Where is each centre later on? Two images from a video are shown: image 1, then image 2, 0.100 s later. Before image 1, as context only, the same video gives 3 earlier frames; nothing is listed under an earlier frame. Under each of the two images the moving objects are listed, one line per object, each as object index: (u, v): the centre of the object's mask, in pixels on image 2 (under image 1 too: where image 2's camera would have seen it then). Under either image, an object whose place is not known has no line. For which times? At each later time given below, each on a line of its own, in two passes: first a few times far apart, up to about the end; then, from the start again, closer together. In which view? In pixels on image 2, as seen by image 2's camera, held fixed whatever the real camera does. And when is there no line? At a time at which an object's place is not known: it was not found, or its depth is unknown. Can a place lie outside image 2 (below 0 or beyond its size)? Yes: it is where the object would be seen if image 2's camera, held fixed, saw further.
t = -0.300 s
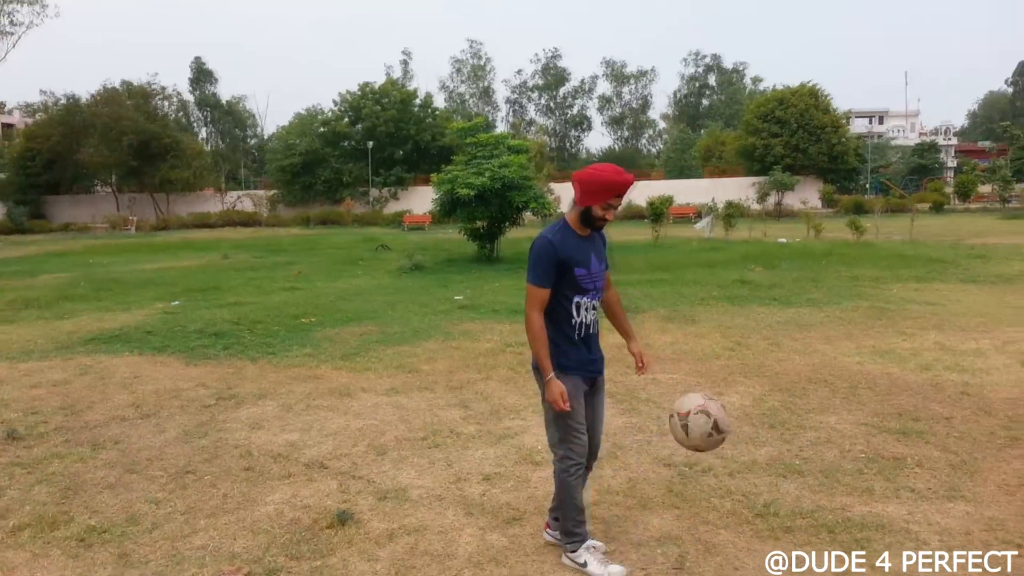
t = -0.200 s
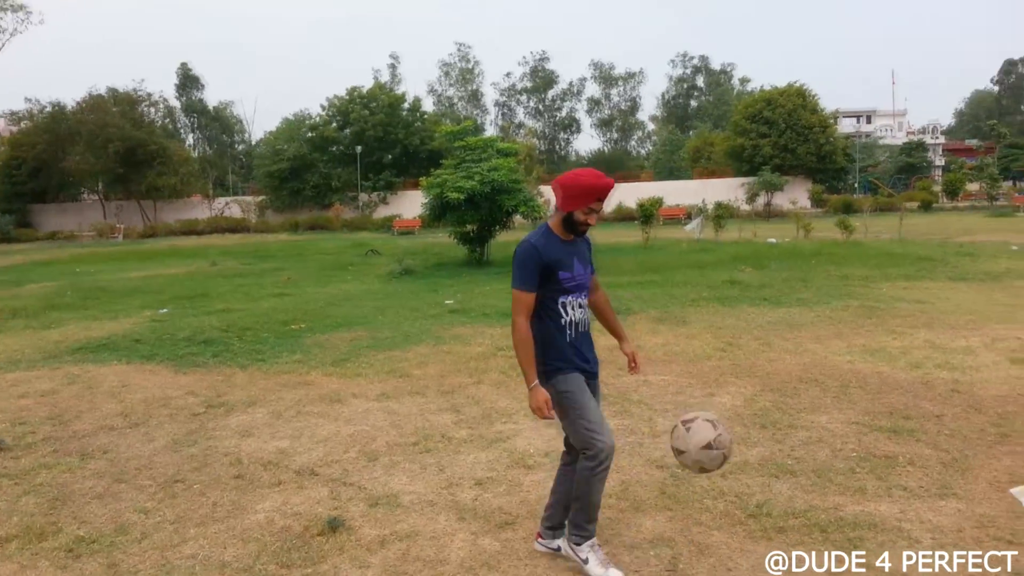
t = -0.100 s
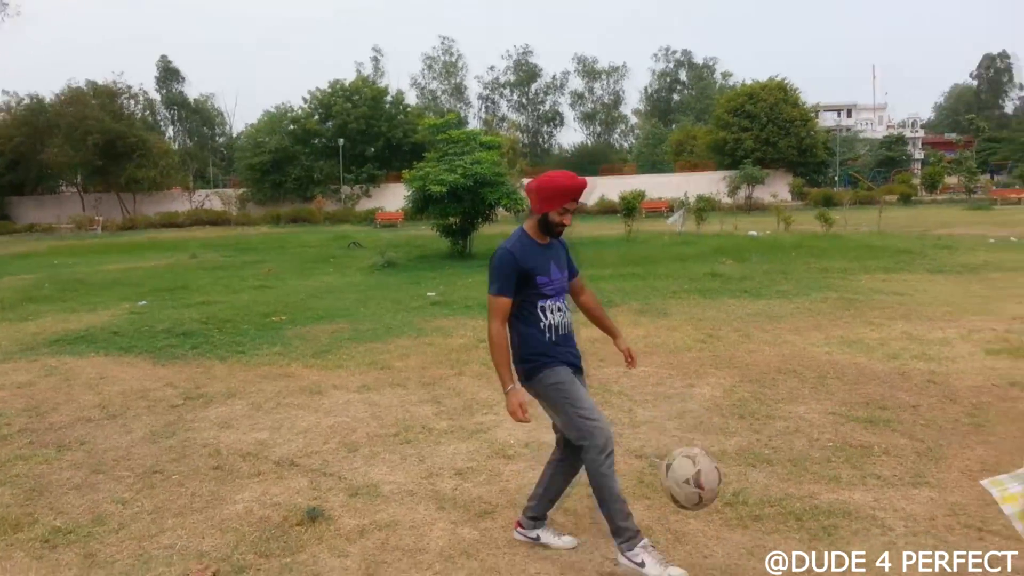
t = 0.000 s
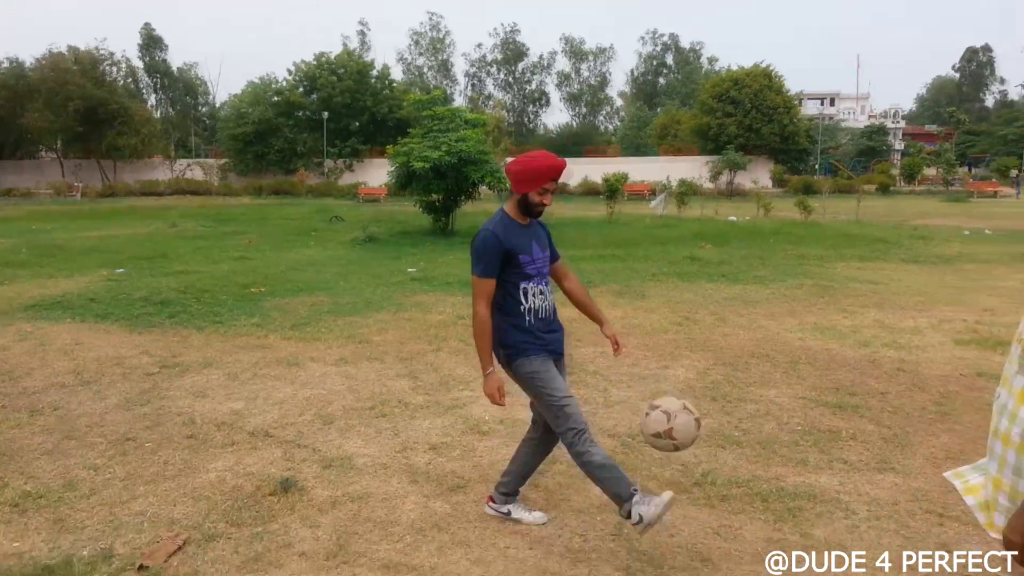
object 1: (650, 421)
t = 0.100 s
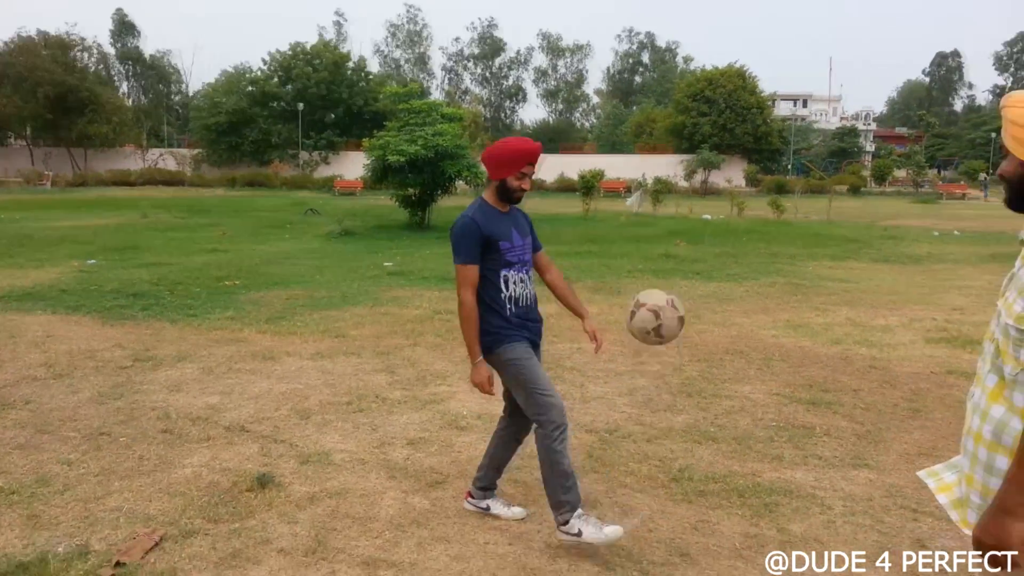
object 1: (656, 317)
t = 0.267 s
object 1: (666, 197)
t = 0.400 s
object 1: (673, 149)
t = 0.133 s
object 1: (658, 287)
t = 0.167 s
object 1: (661, 260)
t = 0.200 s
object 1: (663, 236)
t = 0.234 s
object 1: (664, 215)
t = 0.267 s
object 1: (666, 197)
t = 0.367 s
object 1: (672, 155)
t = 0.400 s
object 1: (673, 149)
